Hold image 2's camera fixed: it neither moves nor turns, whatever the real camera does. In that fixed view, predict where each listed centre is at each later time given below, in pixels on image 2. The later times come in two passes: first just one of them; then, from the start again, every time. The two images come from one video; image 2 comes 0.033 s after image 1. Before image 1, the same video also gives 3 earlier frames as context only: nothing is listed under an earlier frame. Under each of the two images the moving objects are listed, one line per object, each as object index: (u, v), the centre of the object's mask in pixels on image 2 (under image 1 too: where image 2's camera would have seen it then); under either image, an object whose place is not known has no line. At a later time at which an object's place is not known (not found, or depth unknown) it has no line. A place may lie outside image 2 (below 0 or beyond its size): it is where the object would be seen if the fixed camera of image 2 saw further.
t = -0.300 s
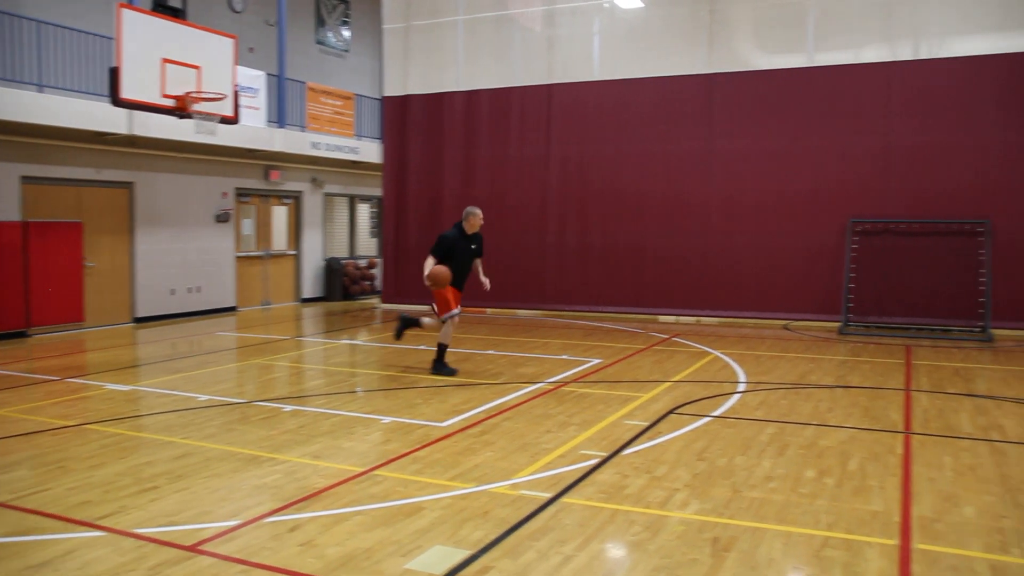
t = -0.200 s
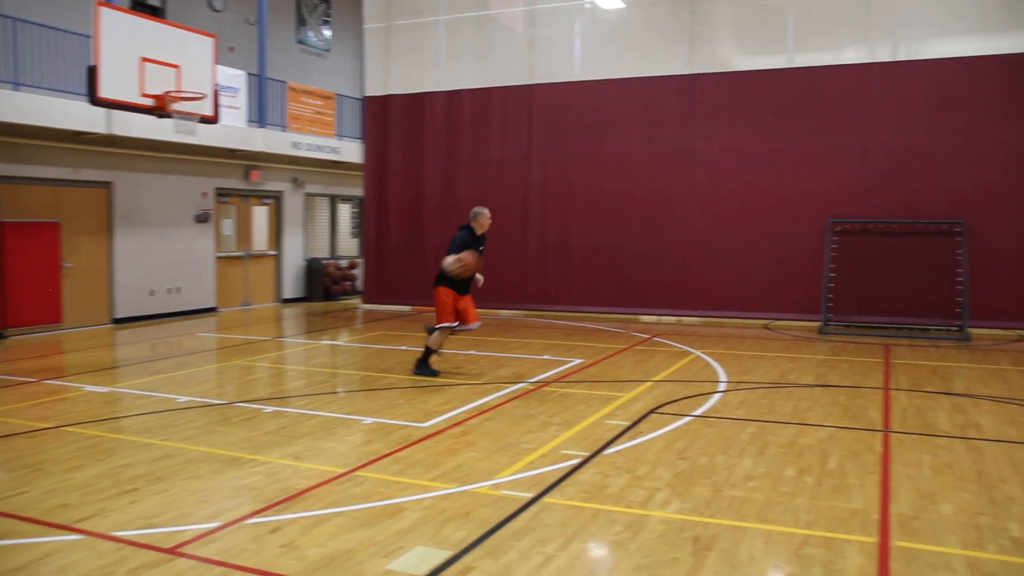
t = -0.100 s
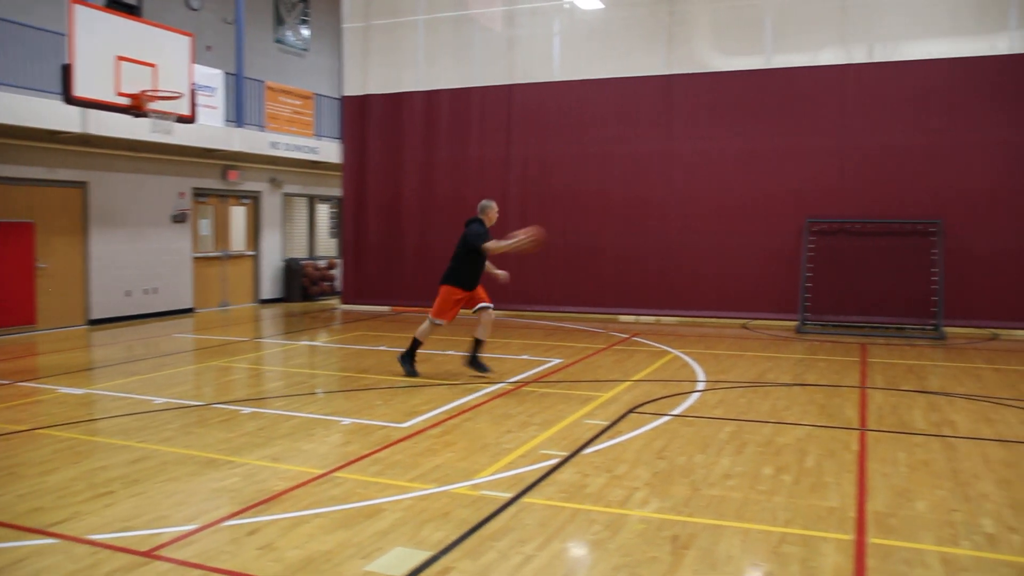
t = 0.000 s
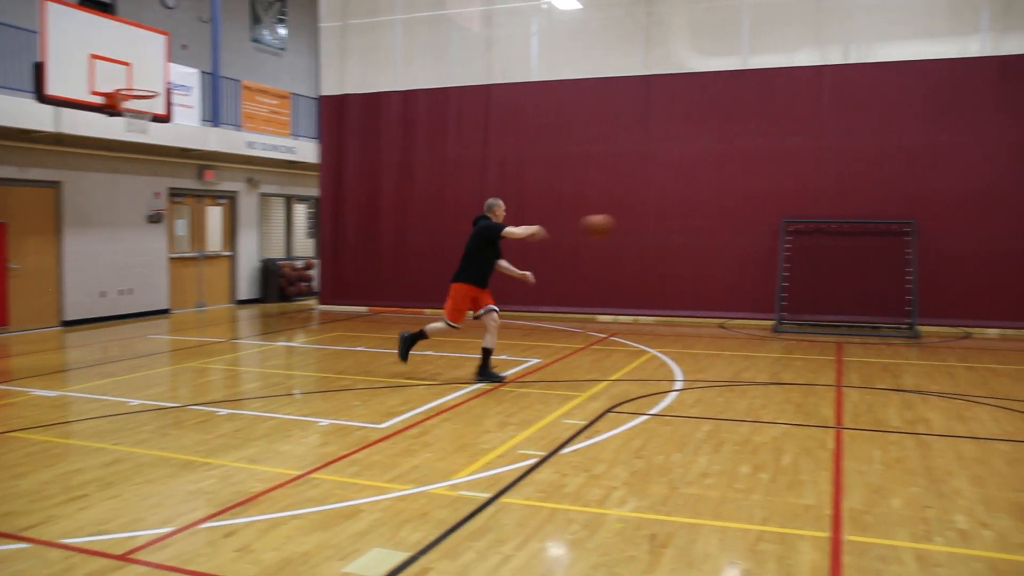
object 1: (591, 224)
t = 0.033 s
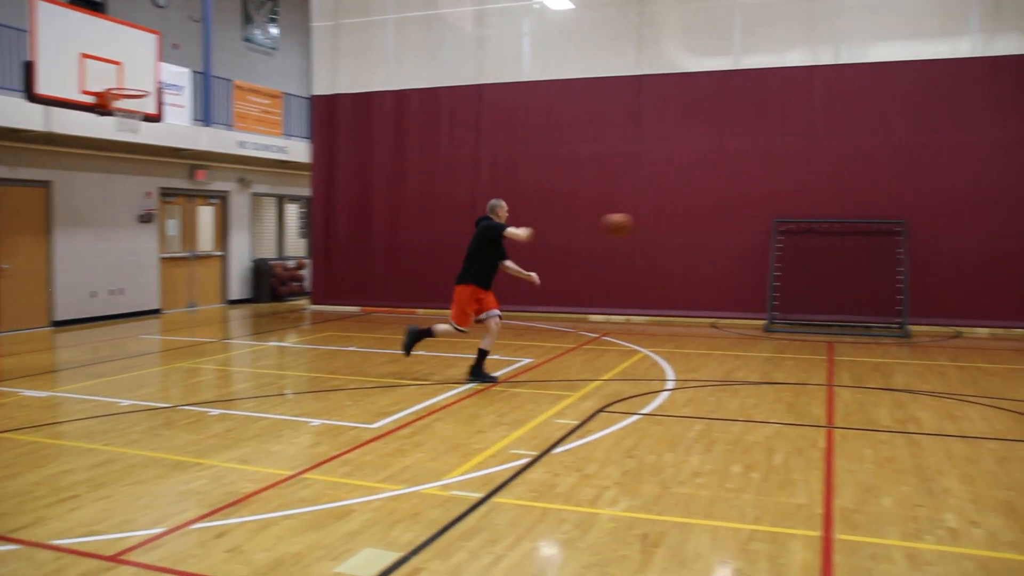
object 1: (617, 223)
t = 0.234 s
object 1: (747, 236)
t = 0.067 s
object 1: (642, 223)
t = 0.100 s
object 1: (665, 224)
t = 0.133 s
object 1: (688, 226)
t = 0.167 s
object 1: (708, 228)
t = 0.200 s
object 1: (728, 232)
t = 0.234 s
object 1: (747, 236)
